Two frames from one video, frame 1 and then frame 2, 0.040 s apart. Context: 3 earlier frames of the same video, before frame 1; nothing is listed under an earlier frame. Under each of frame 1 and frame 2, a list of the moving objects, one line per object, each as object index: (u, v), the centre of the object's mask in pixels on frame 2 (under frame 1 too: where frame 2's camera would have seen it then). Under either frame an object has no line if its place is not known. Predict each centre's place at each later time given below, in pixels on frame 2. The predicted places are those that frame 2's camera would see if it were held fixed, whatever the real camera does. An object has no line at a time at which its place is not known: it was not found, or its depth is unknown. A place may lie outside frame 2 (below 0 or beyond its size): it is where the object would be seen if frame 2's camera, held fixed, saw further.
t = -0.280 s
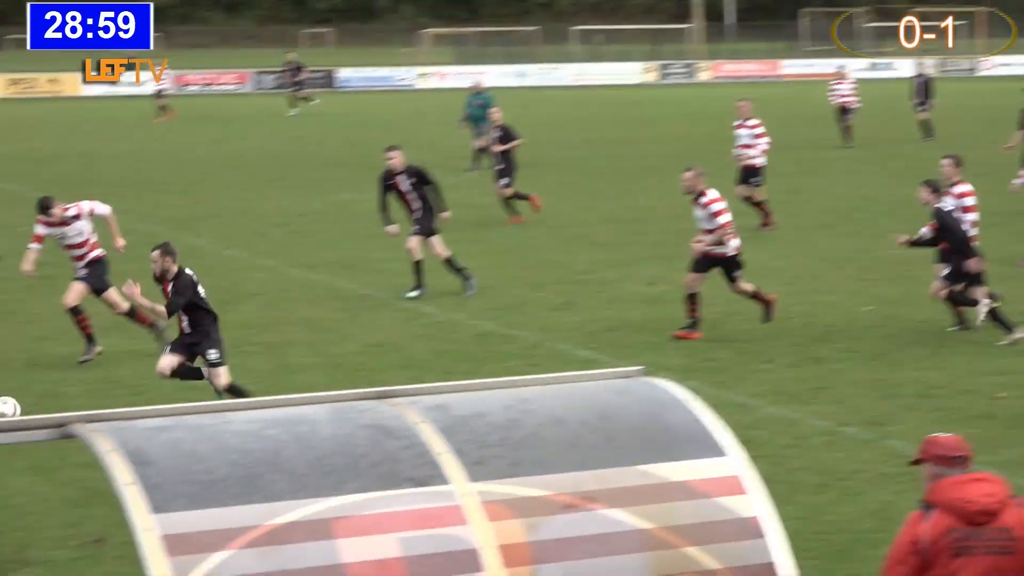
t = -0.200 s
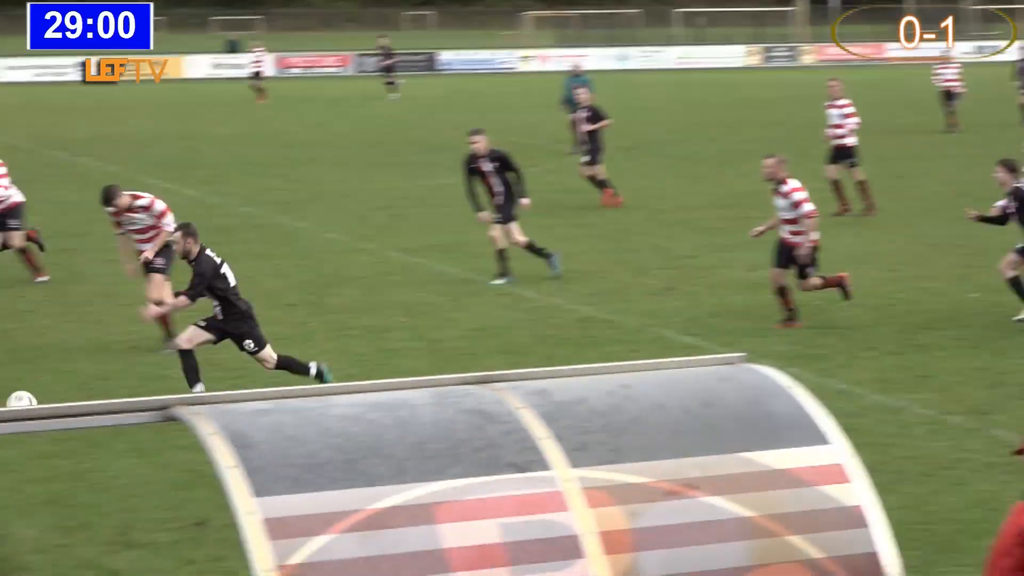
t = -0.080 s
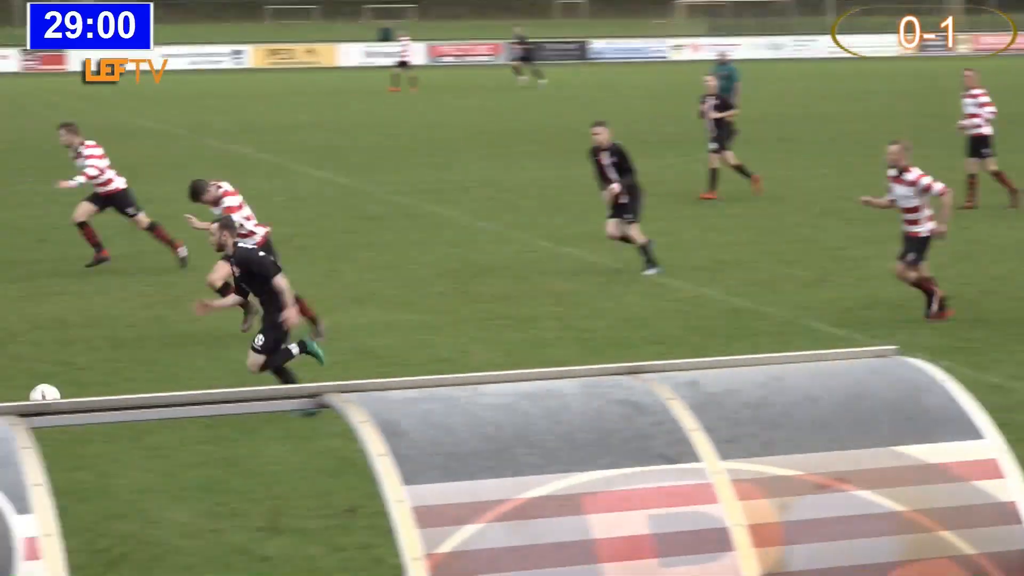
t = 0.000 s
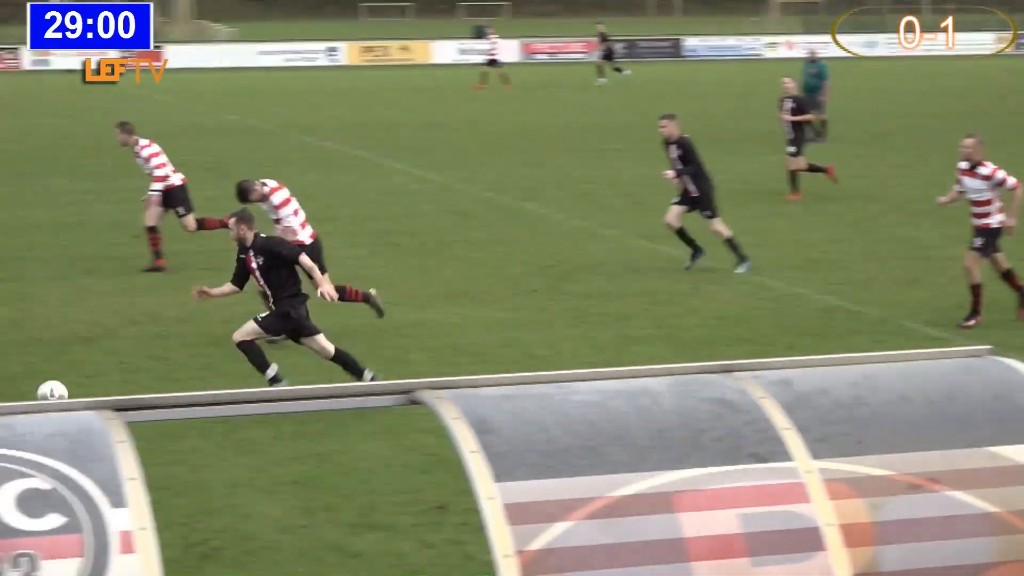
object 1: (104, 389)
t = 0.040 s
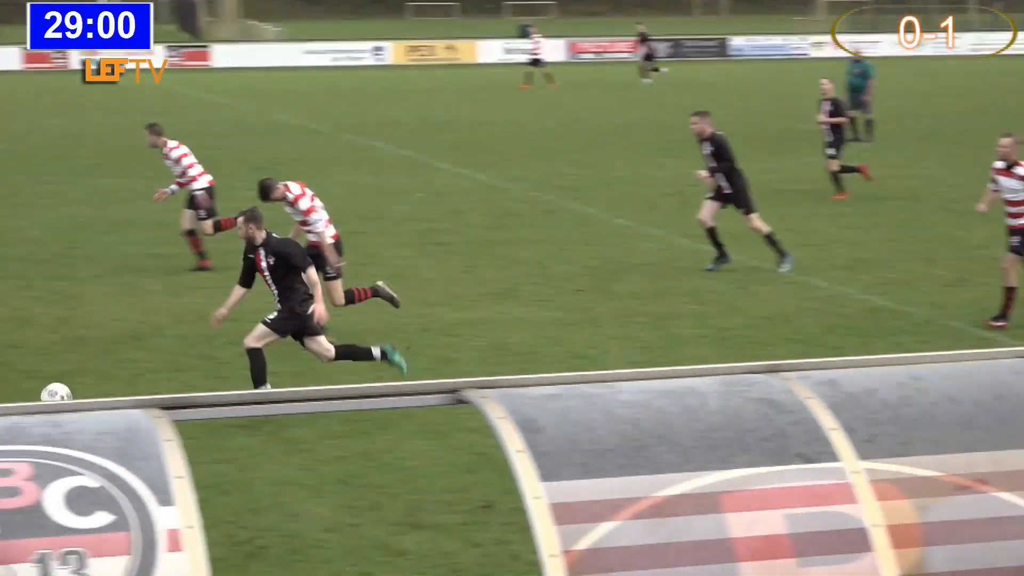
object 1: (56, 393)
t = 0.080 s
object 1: (6, 397)
